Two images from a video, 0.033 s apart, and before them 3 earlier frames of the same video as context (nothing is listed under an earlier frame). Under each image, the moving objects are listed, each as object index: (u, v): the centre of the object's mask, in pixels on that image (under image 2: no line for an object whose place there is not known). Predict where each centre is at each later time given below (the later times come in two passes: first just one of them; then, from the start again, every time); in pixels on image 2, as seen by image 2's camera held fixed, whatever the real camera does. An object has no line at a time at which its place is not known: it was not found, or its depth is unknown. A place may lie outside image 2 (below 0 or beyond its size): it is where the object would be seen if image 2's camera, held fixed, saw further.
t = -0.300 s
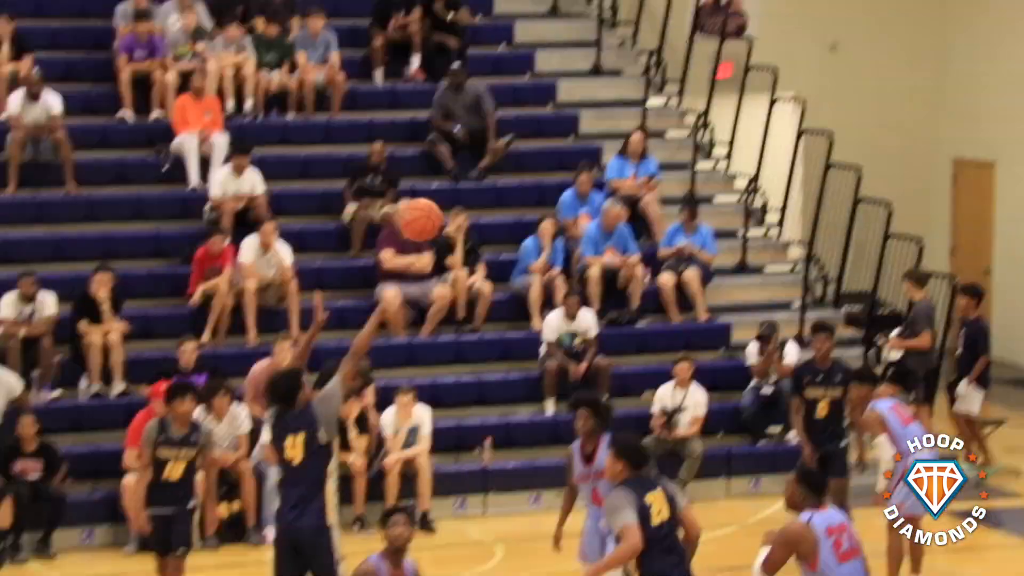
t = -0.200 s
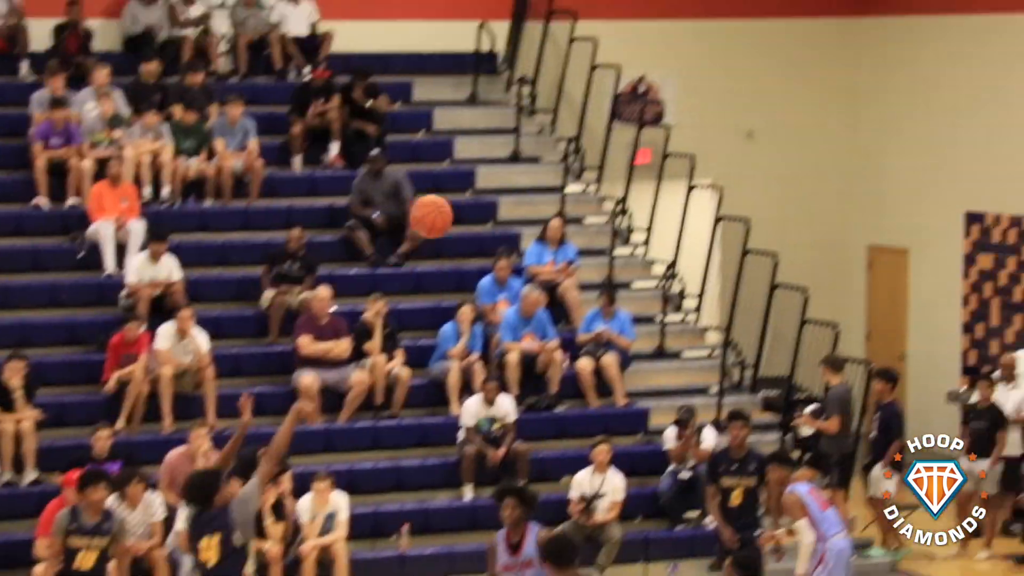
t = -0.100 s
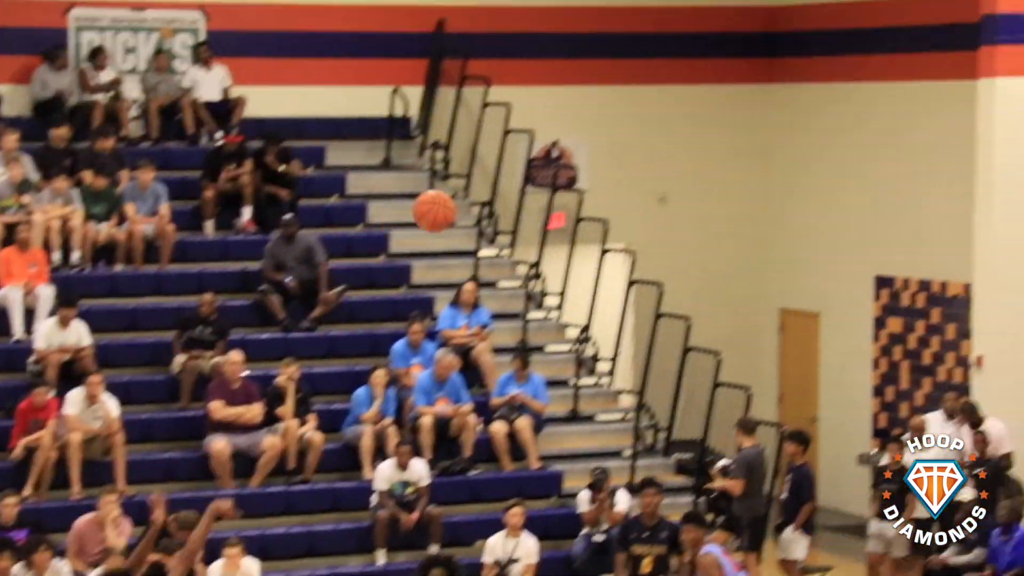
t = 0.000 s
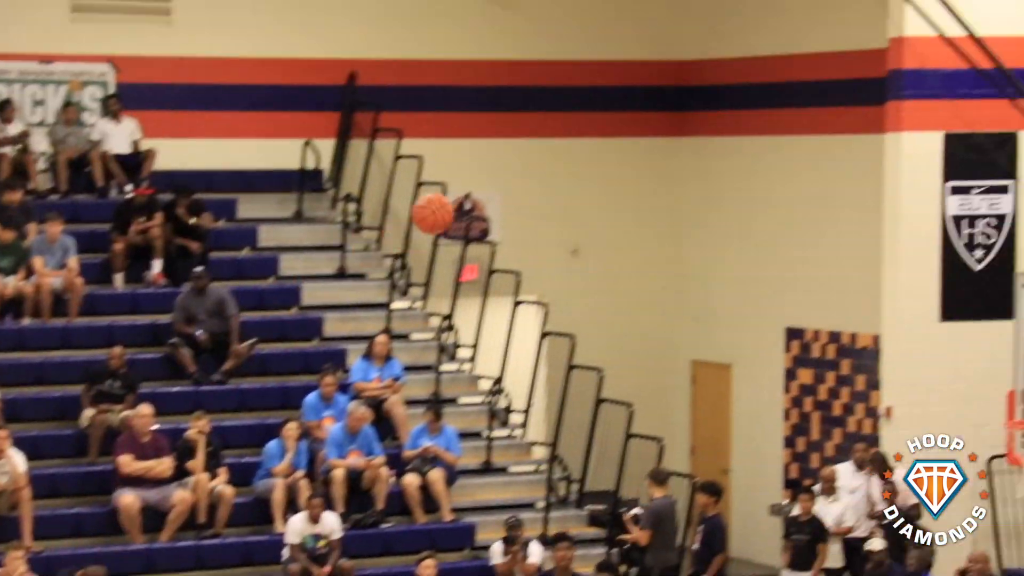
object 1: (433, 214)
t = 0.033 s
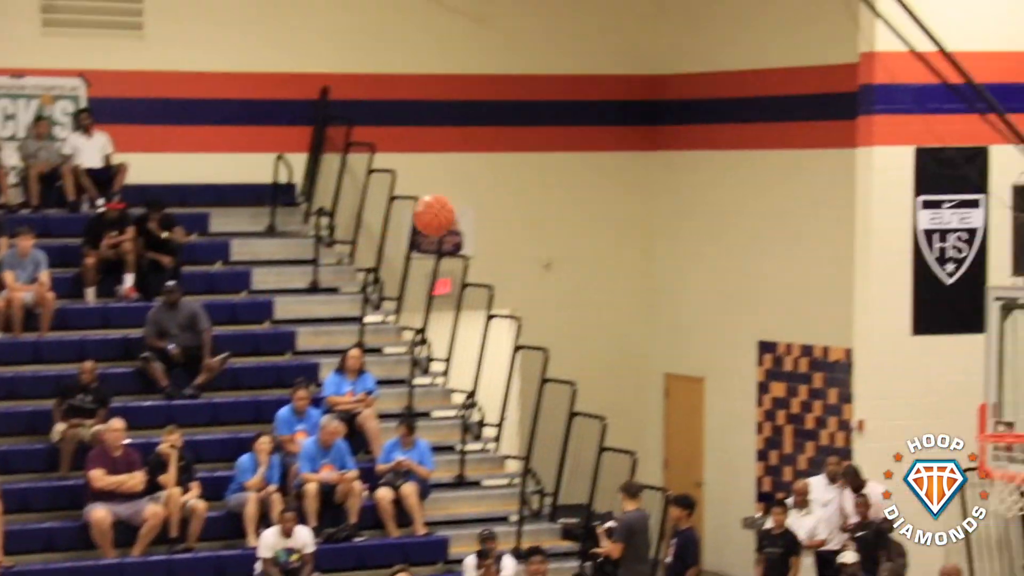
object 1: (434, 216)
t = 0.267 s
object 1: (621, 184)
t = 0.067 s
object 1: (461, 205)
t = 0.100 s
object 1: (489, 197)
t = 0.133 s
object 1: (516, 190)
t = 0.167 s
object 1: (542, 186)
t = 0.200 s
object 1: (568, 184)
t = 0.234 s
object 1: (595, 183)
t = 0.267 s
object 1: (621, 184)
